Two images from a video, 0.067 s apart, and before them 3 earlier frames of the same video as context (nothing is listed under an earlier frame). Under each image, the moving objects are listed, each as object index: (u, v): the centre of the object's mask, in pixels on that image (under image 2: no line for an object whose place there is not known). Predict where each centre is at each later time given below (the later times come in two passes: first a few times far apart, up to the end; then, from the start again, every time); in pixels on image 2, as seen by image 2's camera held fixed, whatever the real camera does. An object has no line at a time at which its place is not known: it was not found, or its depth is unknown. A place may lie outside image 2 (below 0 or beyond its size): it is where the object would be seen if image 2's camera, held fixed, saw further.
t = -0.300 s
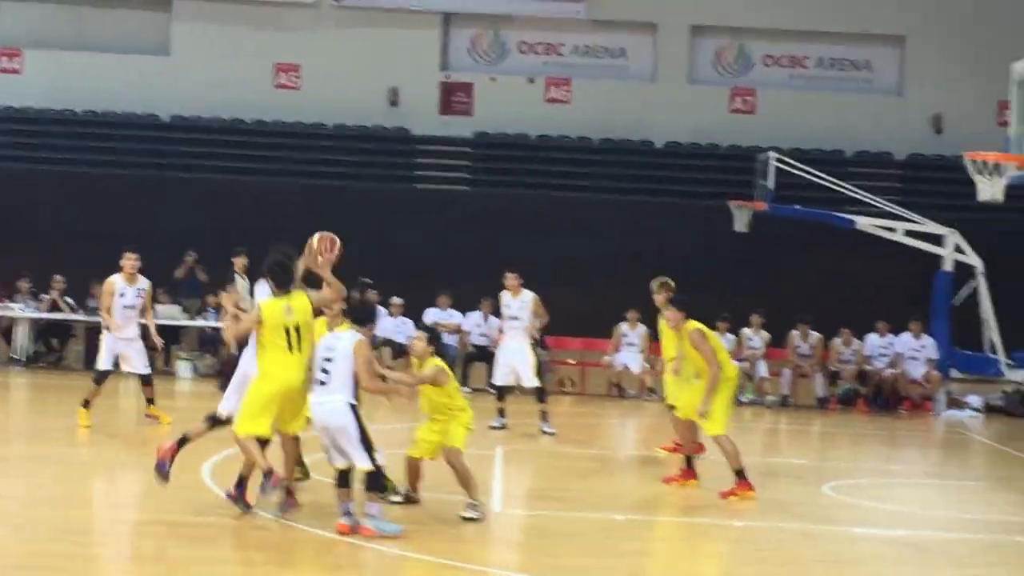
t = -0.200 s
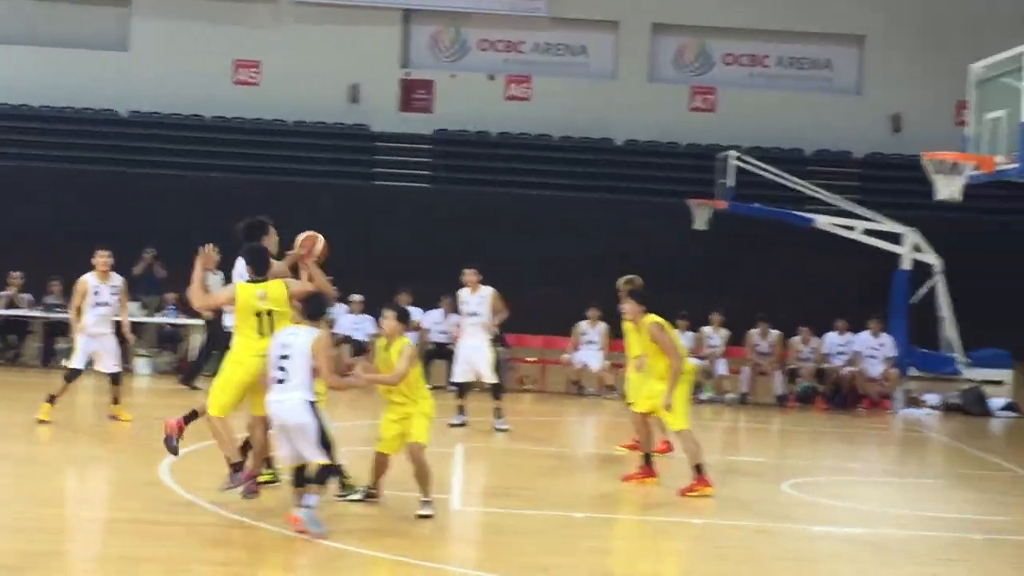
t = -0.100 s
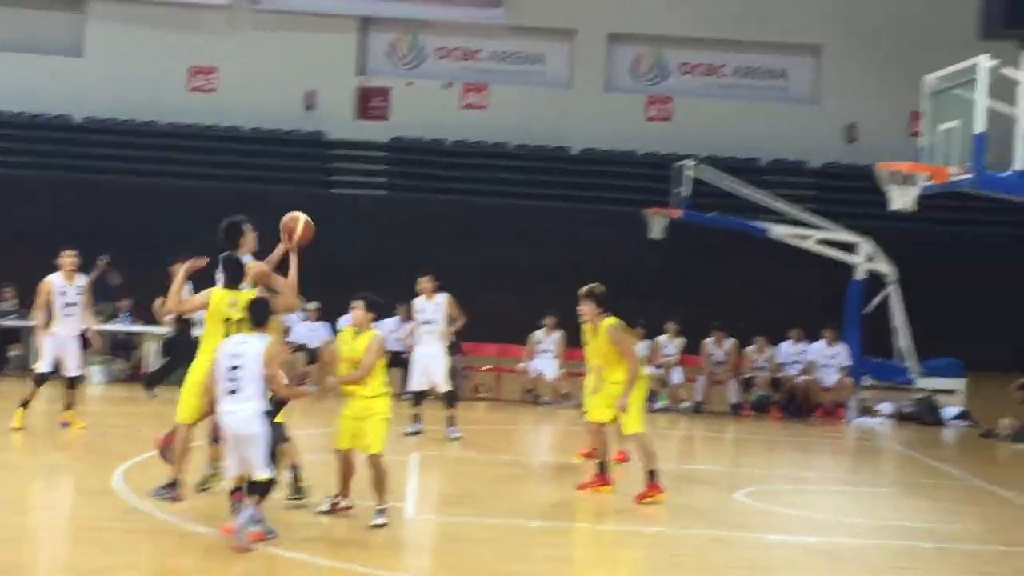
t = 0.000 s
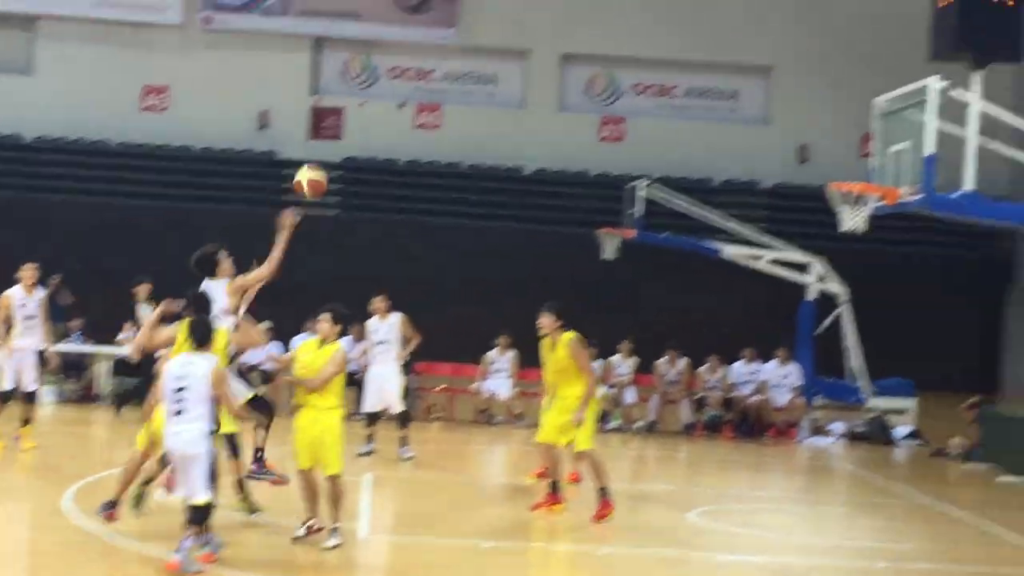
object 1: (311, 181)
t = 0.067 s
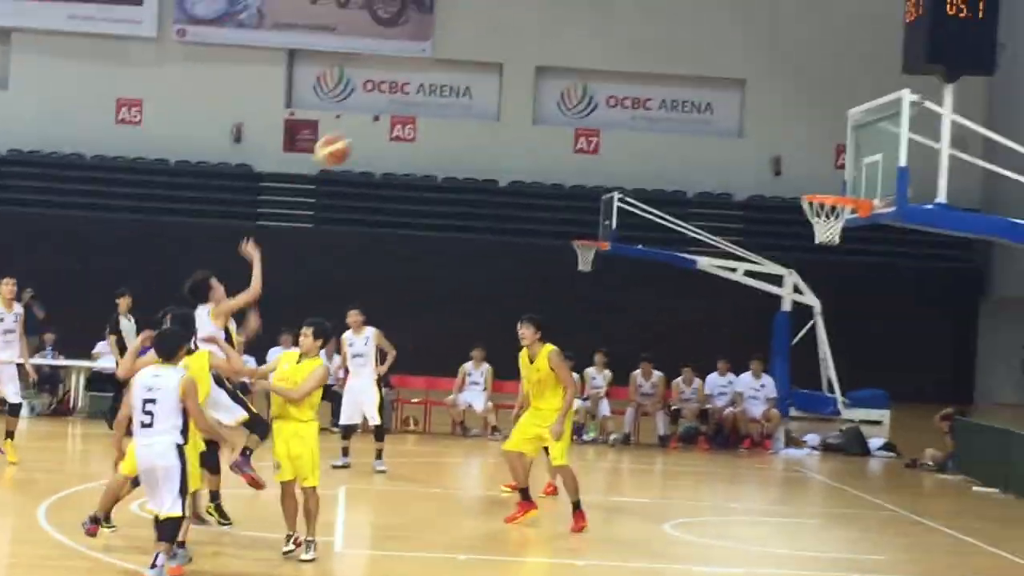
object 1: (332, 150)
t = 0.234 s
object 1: (443, 69)
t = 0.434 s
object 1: (564, 20)
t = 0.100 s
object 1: (355, 130)
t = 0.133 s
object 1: (378, 112)
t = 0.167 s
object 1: (400, 96)
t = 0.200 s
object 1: (422, 82)
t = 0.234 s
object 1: (443, 69)
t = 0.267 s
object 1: (464, 58)
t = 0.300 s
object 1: (484, 48)
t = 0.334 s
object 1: (505, 38)
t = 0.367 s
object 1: (524, 32)
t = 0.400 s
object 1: (545, 25)
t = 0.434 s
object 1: (564, 20)
